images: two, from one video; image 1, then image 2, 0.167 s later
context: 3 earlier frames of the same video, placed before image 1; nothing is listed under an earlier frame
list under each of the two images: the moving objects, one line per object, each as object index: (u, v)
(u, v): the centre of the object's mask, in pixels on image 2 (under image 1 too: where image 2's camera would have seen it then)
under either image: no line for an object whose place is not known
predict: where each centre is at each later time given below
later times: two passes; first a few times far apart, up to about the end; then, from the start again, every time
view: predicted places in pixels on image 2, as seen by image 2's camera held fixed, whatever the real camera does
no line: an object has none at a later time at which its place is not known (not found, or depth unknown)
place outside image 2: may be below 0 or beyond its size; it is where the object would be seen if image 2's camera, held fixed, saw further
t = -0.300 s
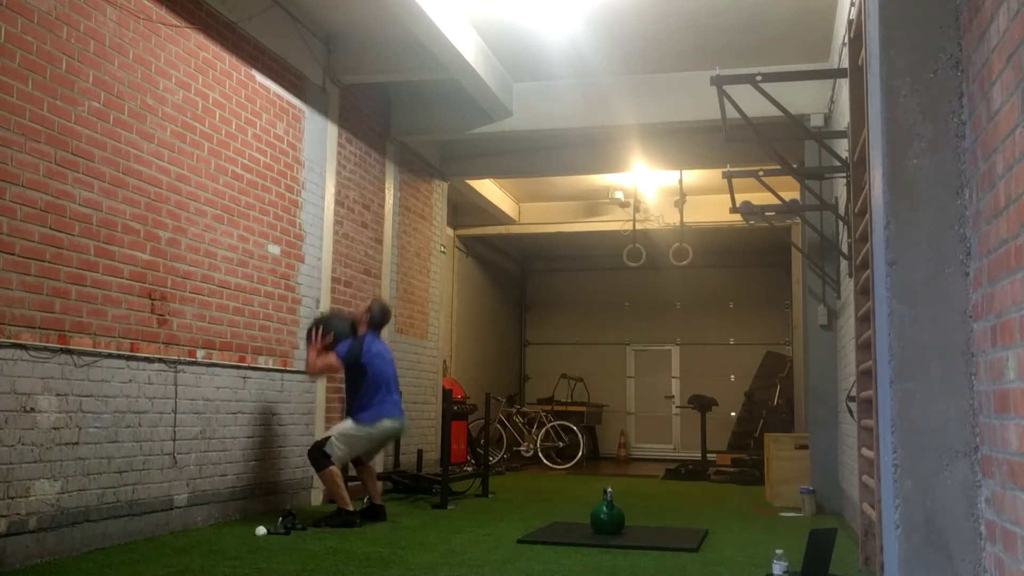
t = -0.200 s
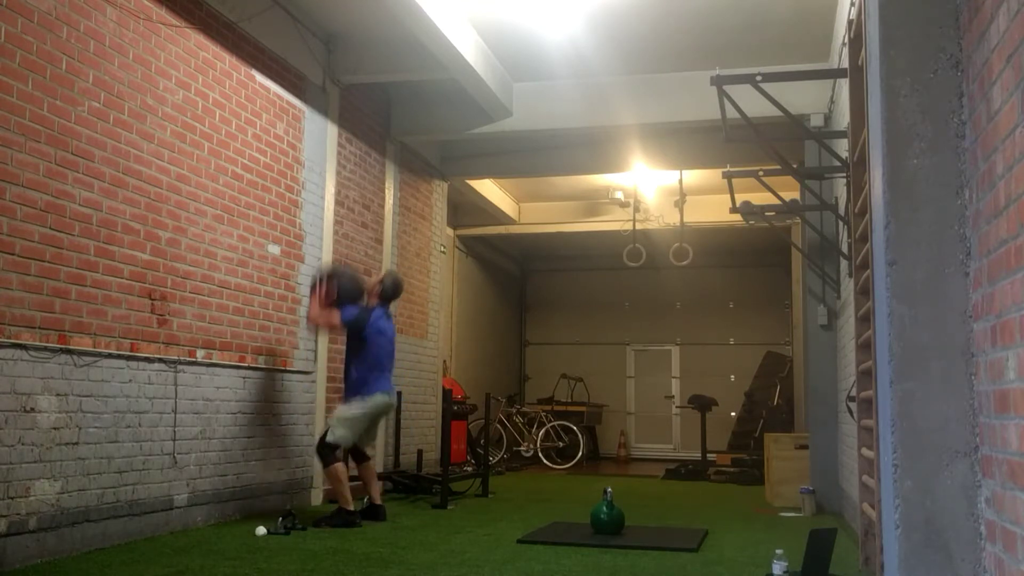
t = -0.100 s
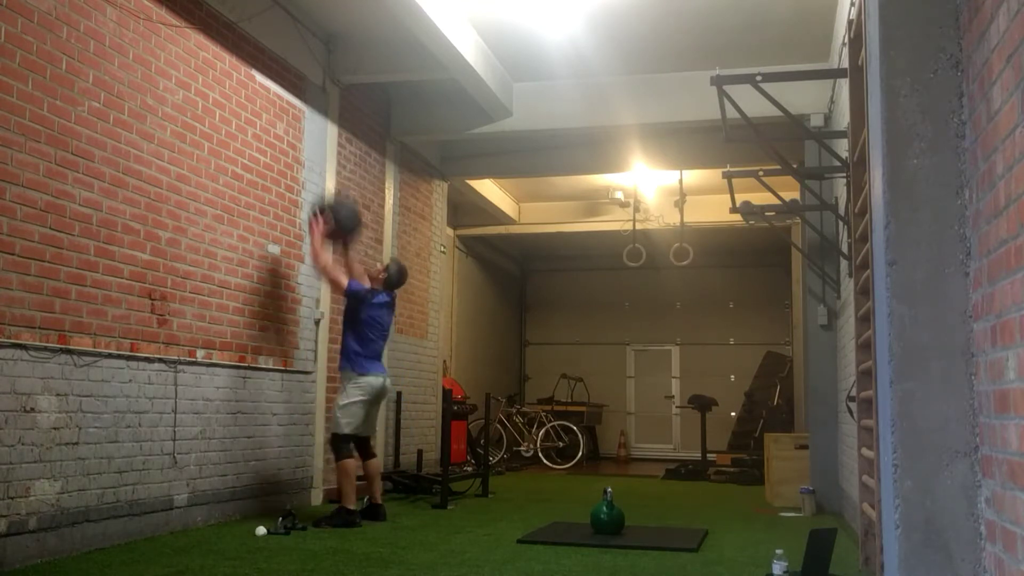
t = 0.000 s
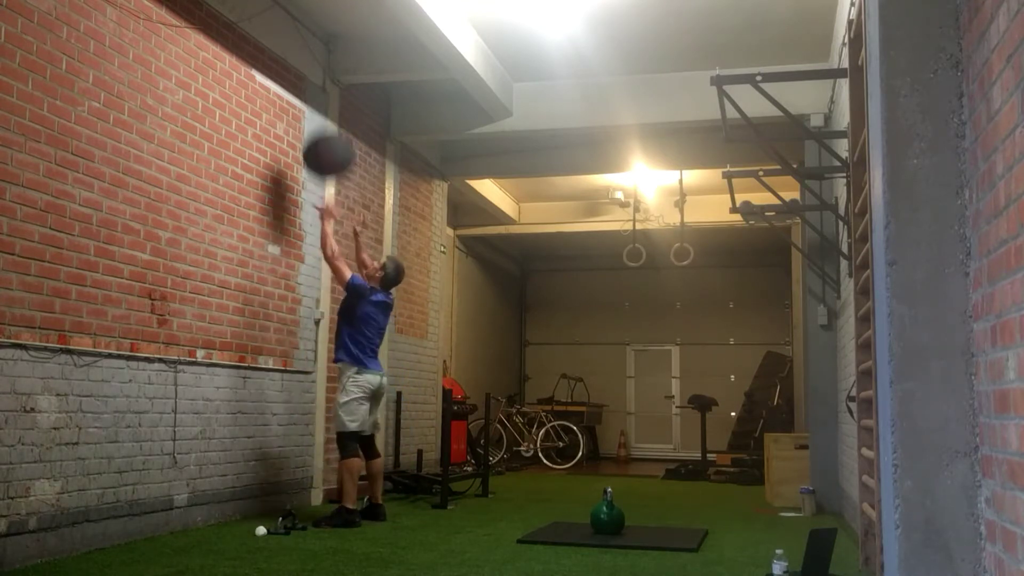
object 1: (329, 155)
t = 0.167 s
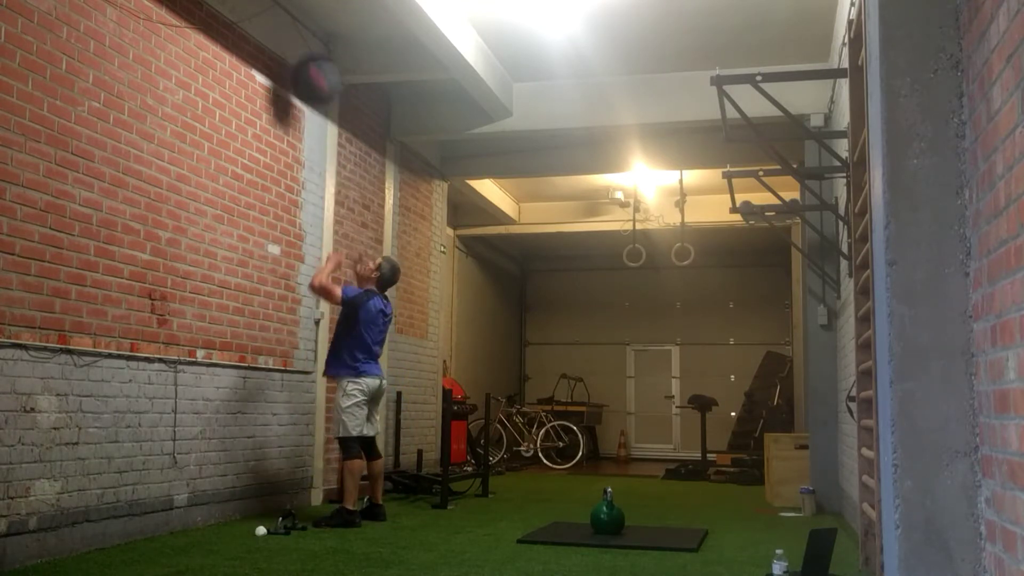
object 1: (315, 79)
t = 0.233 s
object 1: (311, 60)
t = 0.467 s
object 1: (303, 43)
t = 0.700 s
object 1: (316, 92)
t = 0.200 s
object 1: (314, 69)
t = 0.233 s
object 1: (311, 60)
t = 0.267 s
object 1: (307, 55)
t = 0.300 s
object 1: (304, 50)
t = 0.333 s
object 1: (303, 45)
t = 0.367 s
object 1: (301, 43)
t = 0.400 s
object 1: (300, 42)
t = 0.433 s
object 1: (301, 42)
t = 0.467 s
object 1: (303, 43)
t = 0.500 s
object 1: (305, 46)
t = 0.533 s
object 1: (307, 50)
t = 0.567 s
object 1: (310, 56)
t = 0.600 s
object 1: (312, 63)
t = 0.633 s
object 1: (313, 71)
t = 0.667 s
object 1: (315, 82)
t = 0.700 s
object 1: (316, 92)
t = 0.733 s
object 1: (318, 105)
